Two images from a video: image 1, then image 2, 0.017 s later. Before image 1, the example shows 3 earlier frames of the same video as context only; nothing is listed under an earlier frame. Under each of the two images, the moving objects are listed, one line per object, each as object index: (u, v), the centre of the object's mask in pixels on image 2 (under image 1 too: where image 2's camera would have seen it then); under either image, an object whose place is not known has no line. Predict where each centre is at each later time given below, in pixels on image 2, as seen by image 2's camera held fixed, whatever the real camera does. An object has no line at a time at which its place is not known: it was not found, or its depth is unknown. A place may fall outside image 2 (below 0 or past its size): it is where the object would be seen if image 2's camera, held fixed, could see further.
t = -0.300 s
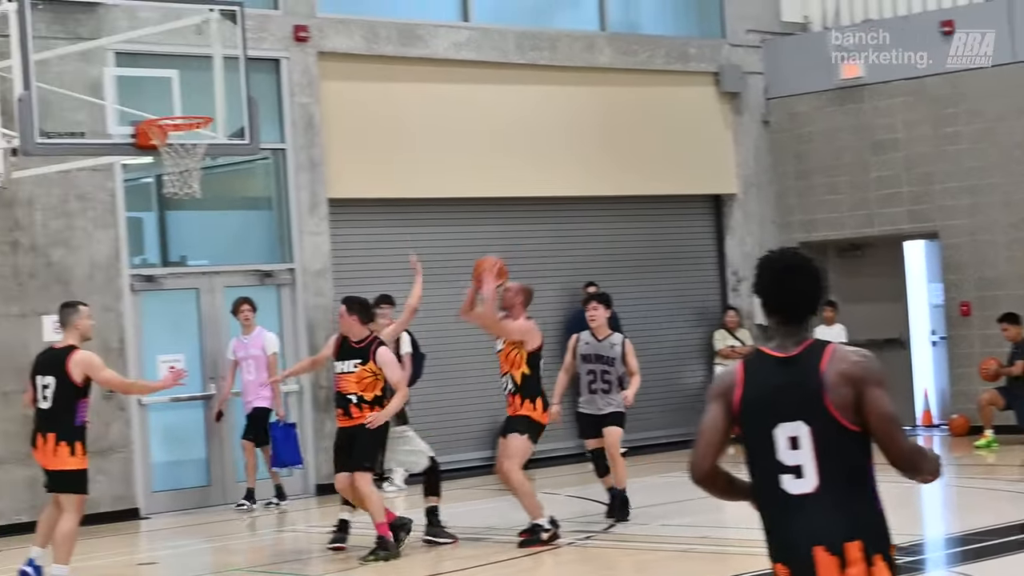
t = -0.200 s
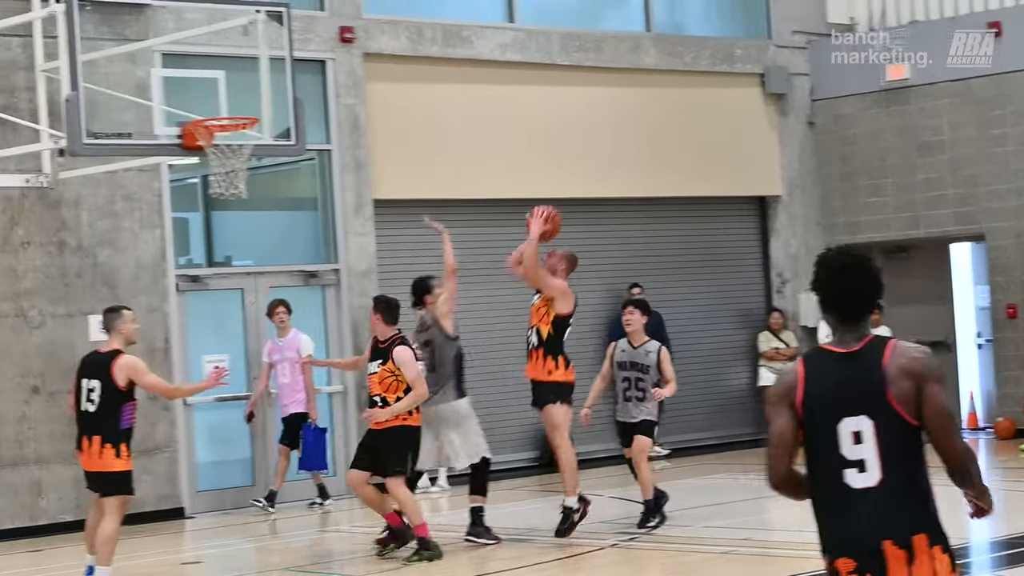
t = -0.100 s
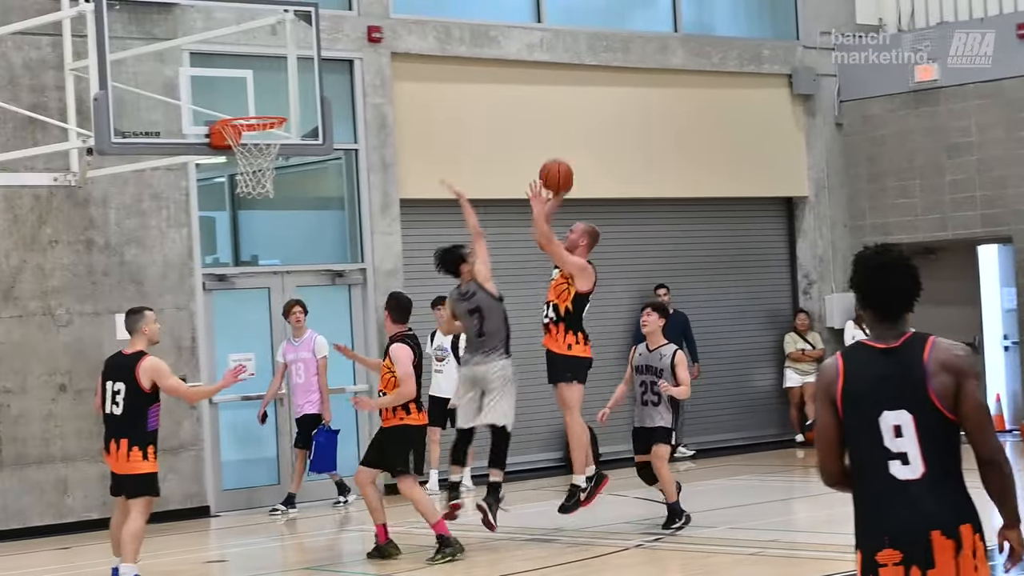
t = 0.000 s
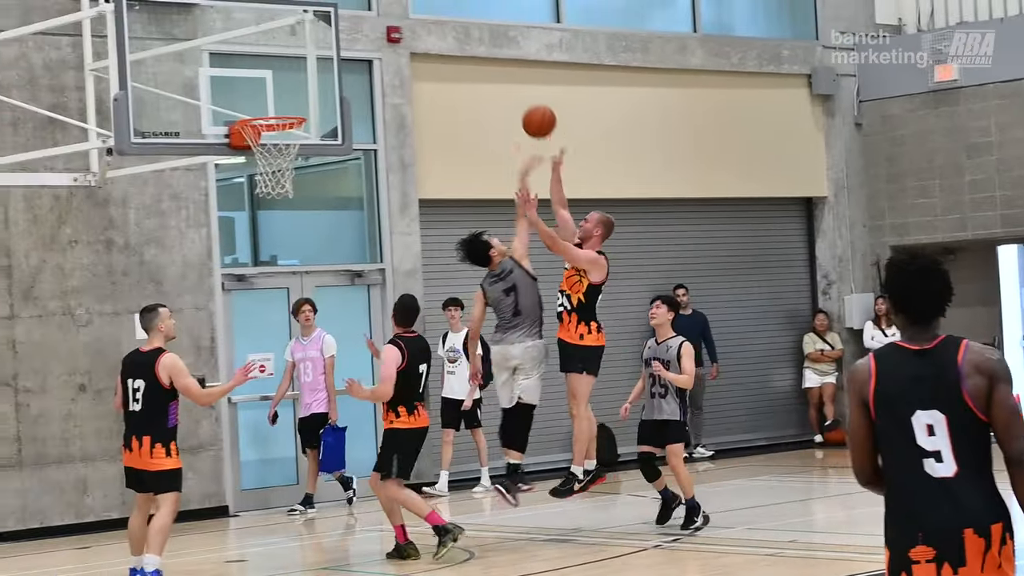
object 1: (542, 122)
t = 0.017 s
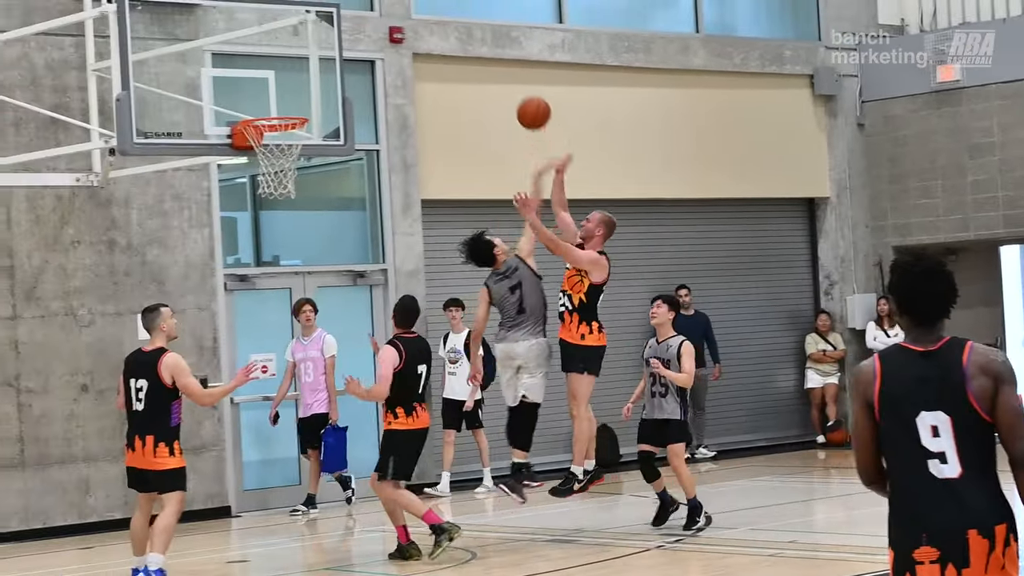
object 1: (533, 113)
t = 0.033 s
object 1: (525, 105)
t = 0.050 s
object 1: (517, 97)
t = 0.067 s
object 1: (508, 89)
